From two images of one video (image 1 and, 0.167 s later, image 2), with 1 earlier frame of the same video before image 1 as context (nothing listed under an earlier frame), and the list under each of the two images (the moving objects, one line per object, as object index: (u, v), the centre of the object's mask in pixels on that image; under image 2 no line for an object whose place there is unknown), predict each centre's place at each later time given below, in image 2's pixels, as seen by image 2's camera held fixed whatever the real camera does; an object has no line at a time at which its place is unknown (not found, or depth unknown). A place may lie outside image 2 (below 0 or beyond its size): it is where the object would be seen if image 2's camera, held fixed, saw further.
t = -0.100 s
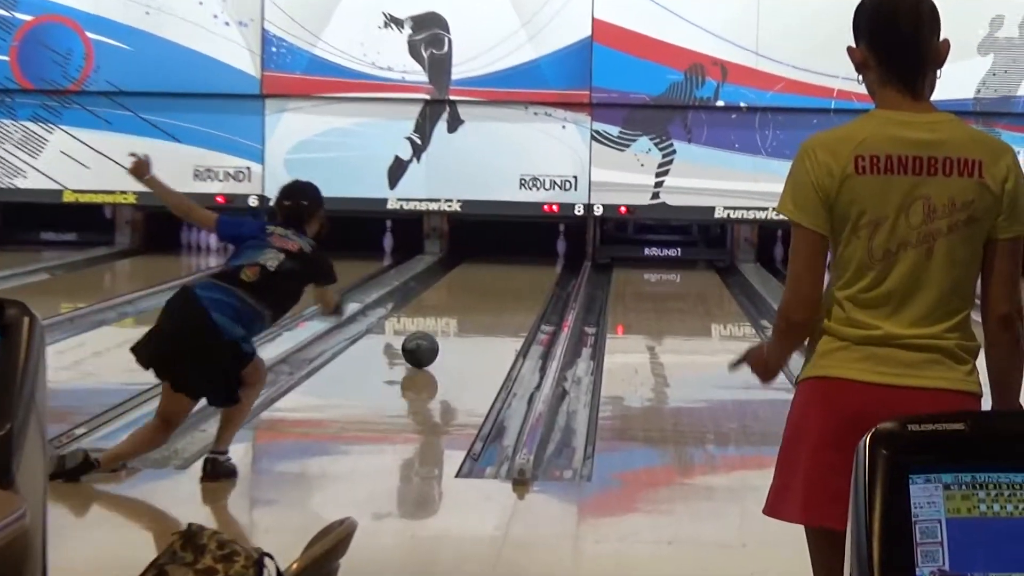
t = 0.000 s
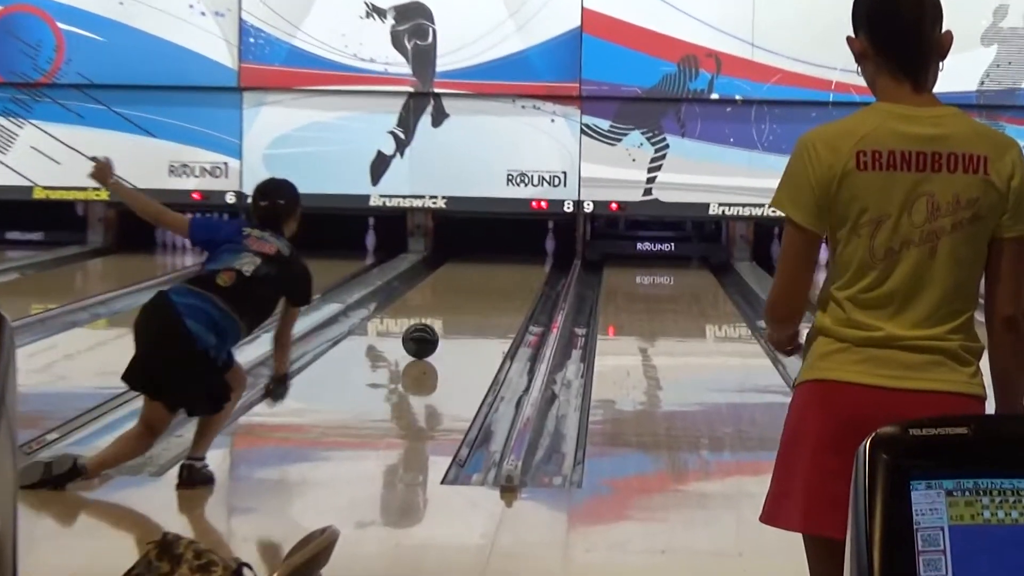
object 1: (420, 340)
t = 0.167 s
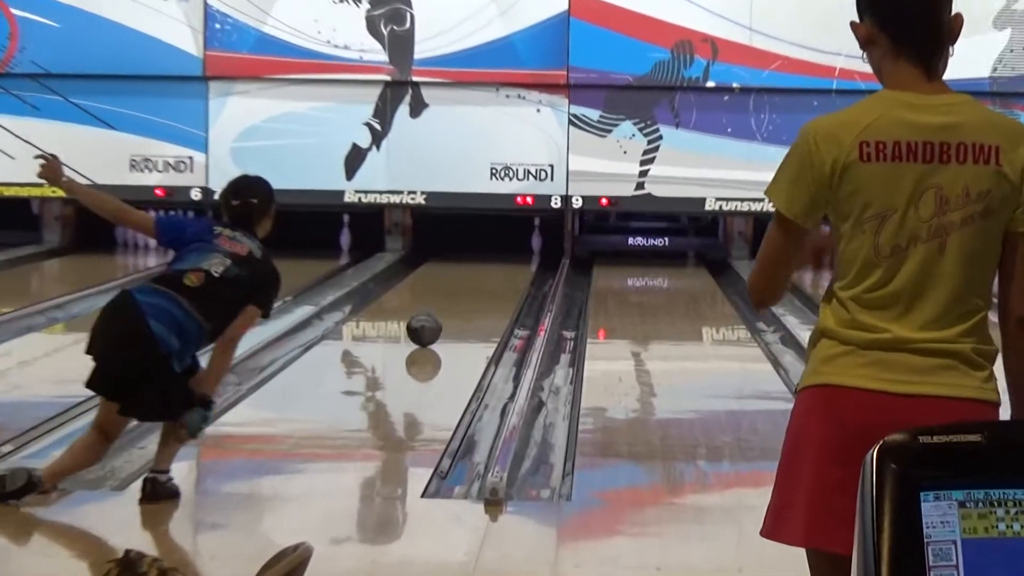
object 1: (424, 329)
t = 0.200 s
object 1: (428, 326)
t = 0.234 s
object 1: (432, 323)
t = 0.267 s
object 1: (435, 320)
